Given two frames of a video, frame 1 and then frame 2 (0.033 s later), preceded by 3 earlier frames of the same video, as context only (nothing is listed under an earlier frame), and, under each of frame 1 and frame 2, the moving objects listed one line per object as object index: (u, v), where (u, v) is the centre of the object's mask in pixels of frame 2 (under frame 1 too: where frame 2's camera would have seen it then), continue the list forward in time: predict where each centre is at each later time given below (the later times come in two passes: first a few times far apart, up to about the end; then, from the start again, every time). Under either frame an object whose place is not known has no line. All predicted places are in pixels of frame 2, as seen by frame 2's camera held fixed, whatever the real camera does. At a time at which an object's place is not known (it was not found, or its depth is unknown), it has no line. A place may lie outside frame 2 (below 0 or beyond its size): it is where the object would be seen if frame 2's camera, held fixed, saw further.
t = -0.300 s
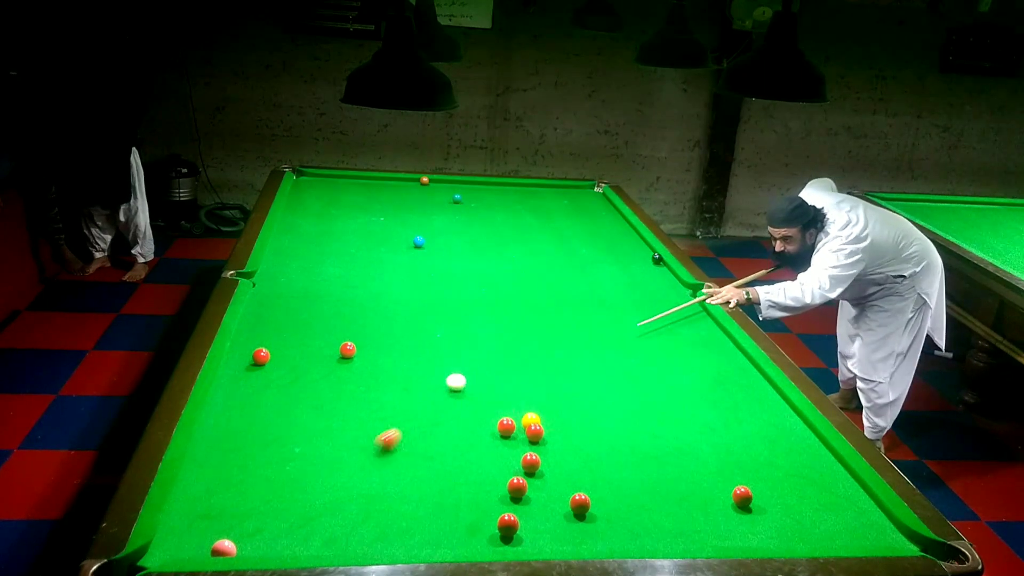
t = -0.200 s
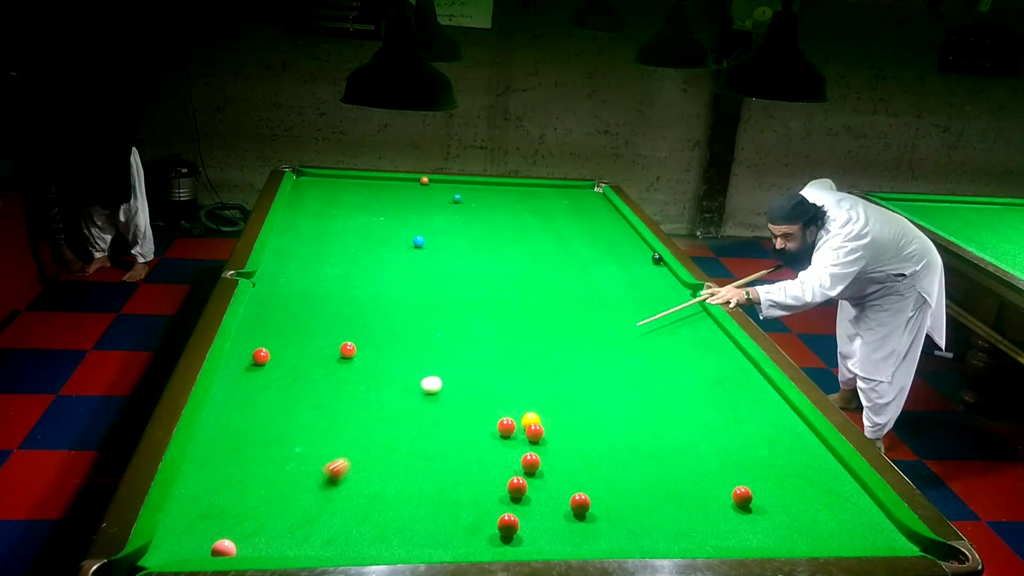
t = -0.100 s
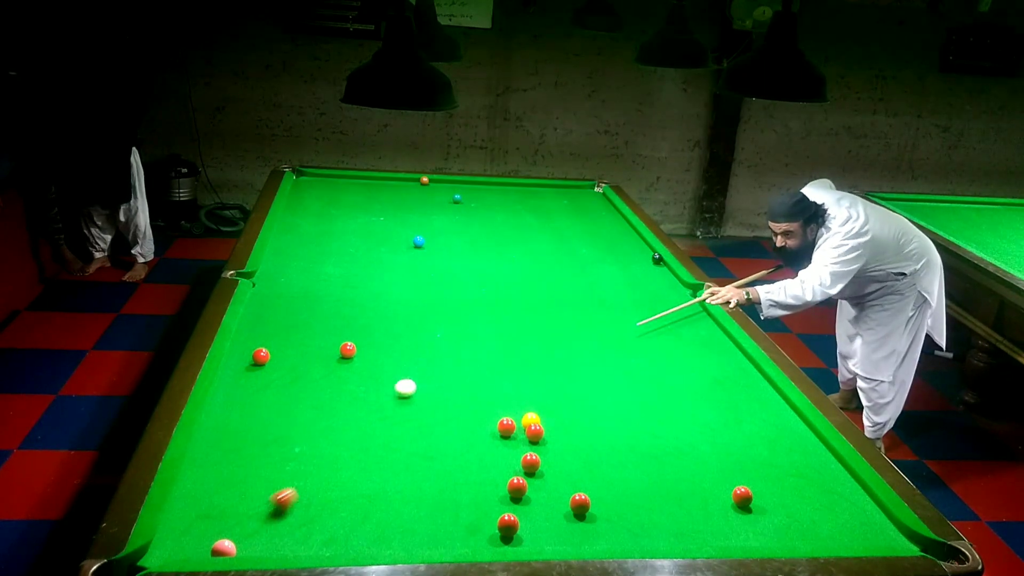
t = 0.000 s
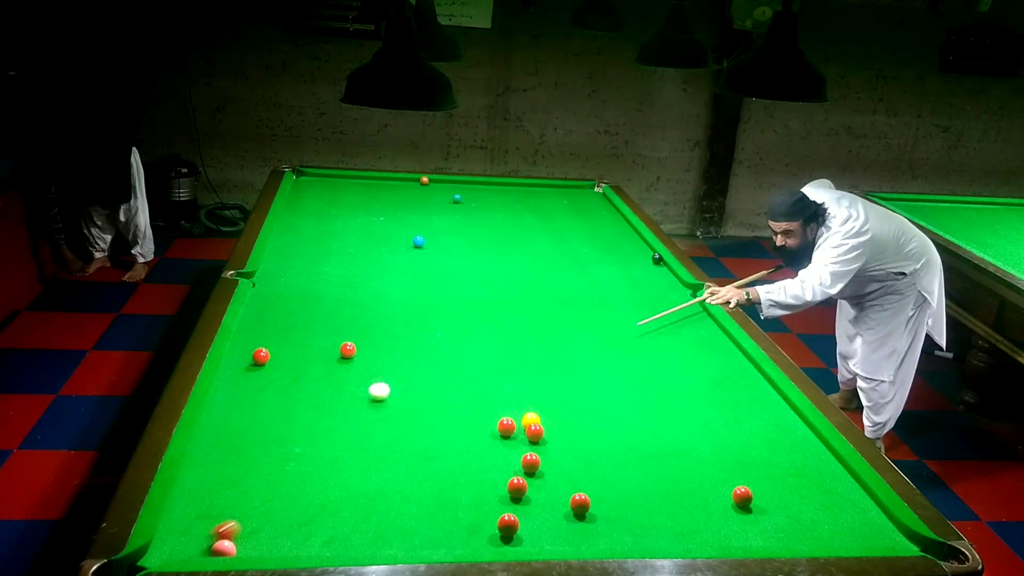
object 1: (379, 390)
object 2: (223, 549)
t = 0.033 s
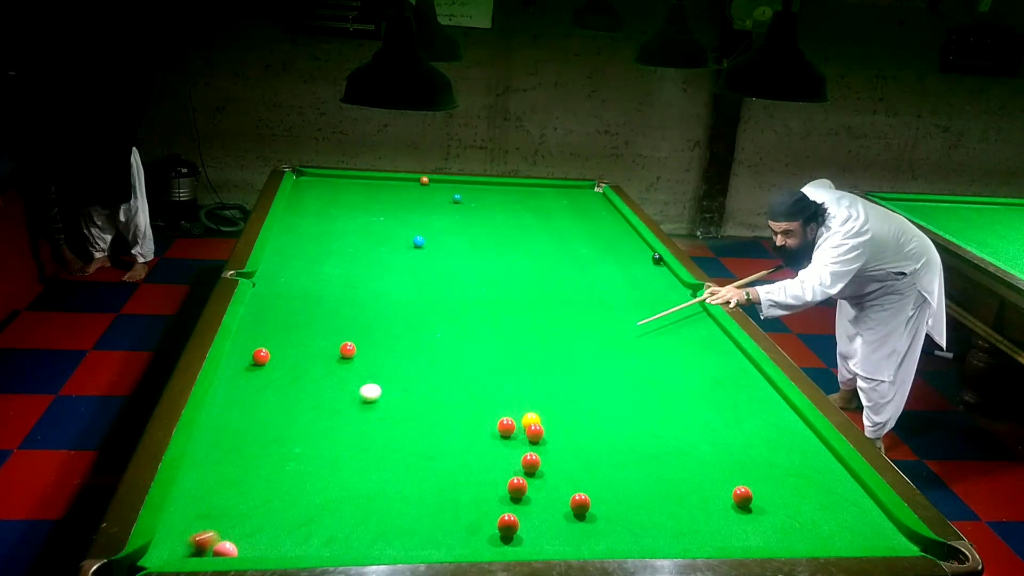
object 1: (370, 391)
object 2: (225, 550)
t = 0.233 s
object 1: (316, 398)
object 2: (235, 540)
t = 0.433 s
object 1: (260, 406)
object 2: (244, 527)
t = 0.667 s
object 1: (227, 413)
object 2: (254, 514)
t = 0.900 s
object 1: (269, 417)
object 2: (262, 502)
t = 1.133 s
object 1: (309, 420)
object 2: (270, 492)
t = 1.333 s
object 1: (342, 423)
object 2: (275, 485)
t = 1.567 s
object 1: (378, 427)
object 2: (281, 478)
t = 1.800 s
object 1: (412, 430)
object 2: (287, 472)
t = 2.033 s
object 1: (443, 433)
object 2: (291, 468)
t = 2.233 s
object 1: (469, 436)
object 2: (294, 464)
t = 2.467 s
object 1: (498, 439)
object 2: (296, 462)
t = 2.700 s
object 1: (525, 442)
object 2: (296, 461)
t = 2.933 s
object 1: (549, 445)
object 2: (297, 460)
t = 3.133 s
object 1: (570, 447)
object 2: (297, 460)
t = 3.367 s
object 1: (592, 450)
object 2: (297, 460)
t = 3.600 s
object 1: (612, 452)
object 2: (297, 460)
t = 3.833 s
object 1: (630, 453)
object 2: (297, 460)
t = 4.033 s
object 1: (644, 455)
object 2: (297, 460)
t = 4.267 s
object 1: (659, 457)
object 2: (297, 460)
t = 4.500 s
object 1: (672, 459)
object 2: (297, 460)
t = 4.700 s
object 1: (682, 460)
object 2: (297, 460)
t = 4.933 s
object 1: (692, 461)
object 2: (297, 460)
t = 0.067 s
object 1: (362, 392)
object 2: (227, 549)
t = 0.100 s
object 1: (353, 394)
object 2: (228, 548)
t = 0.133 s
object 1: (344, 395)
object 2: (230, 546)
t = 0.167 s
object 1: (335, 396)
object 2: (231, 545)
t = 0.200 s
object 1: (325, 397)
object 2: (233, 543)
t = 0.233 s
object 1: (316, 398)
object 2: (235, 540)
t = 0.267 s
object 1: (307, 400)
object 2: (236, 538)
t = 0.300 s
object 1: (298, 401)
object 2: (238, 536)
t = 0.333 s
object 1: (289, 402)
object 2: (240, 533)
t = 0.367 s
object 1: (279, 403)
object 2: (241, 531)
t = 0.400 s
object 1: (270, 404)
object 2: (243, 529)
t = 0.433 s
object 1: (260, 406)
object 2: (244, 527)
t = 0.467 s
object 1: (251, 407)
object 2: (246, 525)
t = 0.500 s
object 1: (241, 408)
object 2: (247, 523)
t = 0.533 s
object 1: (232, 410)
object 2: (249, 521)
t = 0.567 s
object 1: (222, 411)
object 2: (250, 519)
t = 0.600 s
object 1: (215, 412)
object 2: (251, 517)
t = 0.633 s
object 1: (220, 413)
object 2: (252, 516)
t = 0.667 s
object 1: (227, 413)
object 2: (254, 514)
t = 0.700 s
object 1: (233, 414)
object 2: (255, 512)
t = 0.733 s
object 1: (239, 414)
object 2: (256, 510)
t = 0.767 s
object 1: (245, 415)
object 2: (257, 508)
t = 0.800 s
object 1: (251, 415)
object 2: (259, 507)
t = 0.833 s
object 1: (257, 416)
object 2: (260, 505)
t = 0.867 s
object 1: (263, 416)
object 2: (261, 503)
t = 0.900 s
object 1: (269, 417)
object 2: (262, 502)
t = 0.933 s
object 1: (275, 417)
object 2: (263, 500)
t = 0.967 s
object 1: (281, 418)
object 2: (264, 499)
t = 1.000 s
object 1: (286, 418)
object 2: (265, 497)
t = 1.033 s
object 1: (292, 419)
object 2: (267, 496)
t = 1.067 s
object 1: (298, 419)
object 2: (267, 495)
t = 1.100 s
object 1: (303, 420)
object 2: (269, 493)
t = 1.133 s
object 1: (309, 420)
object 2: (270, 492)
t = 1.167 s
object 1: (315, 421)
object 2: (271, 491)
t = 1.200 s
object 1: (320, 421)
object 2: (271, 490)
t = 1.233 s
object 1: (326, 422)
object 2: (273, 488)
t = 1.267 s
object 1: (331, 422)
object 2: (273, 487)
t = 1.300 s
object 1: (336, 423)
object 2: (274, 486)
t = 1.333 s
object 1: (342, 423)
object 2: (275, 485)
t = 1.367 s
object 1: (347, 423)
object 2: (276, 484)
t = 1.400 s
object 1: (352, 424)
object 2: (277, 483)
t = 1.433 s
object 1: (358, 424)
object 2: (278, 482)
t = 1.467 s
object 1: (363, 425)
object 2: (279, 481)
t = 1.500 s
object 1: (368, 426)
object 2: (280, 480)
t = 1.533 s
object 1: (373, 426)
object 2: (281, 479)
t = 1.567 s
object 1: (378, 427)
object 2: (281, 478)
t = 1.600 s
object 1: (383, 427)
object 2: (282, 477)
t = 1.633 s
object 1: (388, 428)
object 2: (283, 476)
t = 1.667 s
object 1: (393, 428)
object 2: (284, 475)
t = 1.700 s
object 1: (397, 429)
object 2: (285, 474)
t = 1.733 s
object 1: (402, 429)
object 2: (285, 474)
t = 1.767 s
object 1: (407, 429)
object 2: (286, 473)
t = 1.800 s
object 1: (412, 430)
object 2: (287, 472)
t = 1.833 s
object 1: (416, 430)
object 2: (287, 471)
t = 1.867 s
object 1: (421, 431)
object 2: (288, 471)
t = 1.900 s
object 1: (426, 431)
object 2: (289, 470)
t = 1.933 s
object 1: (430, 431)
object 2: (289, 469)
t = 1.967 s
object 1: (435, 432)
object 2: (290, 469)
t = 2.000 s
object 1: (439, 433)
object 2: (290, 468)
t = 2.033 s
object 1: (443, 433)
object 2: (291, 468)
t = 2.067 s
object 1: (448, 434)
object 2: (291, 467)
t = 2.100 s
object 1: (452, 434)
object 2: (292, 466)
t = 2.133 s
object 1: (457, 434)
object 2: (292, 466)
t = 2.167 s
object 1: (461, 435)
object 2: (293, 465)
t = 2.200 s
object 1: (465, 435)
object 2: (293, 465)
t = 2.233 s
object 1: (469, 436)
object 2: (294, 464)
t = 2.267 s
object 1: (474, 436)
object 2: (294, 464)
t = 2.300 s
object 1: (478, 437)
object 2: (294, 464)
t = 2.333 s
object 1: (482, 437)
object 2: (295, 463)
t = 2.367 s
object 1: (486, 437)
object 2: (295, 463)
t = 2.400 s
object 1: (490, 438)
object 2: (295, 463)
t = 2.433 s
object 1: (494, 438)
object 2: (296, 462)
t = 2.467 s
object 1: (498, 439)
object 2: (296, 462)
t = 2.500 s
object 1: (502, 440)
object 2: (296, 462)
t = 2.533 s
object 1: (506, 440)
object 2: (296, 461)
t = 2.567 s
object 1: (510, 440)
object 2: (296, 461)
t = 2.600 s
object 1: (513, 441)
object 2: (296, 461)
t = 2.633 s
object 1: (517, 441)
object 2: (296, 461)
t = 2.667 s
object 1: (521, 442)
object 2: (296, 461)
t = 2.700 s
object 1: (525, 442)
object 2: (296, 461)
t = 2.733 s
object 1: (528, 442)
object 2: (296, 461)
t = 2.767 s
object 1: (532, 443)
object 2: (297, 461)
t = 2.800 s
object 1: (536, 443)
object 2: (297, 461)
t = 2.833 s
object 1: (539, 444)
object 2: (297, 460)
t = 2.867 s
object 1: (543, 444)
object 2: (297, 460)
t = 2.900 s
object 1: (546, 445)
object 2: (297, 460)
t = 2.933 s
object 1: (549, 445)
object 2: (297, 460)
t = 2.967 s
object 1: (553, 445)
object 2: (297, 460)
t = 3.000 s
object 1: (557, 446)
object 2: (297, 460)
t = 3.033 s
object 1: (560, 446)
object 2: (297, 460)
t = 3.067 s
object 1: (563, 447)
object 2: (297, 460)
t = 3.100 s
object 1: (567, 447)
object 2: (297, 460)
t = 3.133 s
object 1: (570, 447)
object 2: (297, 460)
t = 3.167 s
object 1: (573, 448)
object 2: (297, 460)
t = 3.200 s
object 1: (576, 448)
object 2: (297, 460)
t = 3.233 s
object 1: (579, 448)
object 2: (297, 460)
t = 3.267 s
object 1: (583, 449)
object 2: (297, 460)
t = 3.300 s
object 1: (586, 449)
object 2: (297, 460)
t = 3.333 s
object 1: (589, 449)
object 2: (297, 460)
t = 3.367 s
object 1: (592, 450)
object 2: (297, 460)
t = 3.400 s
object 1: (595, 450)
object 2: (297, 460)
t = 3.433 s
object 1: (598, 450)
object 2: (297, 460)
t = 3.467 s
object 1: (601, 451)
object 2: (297, 460)
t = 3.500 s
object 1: (604, 451)
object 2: (297, 460)
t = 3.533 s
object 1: (606, 451)
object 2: (297, 460)
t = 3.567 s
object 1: (609, 452)
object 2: (297, 460)
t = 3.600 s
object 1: (612, 452)
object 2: (297, 460)
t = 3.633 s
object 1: (615, 452)
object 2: (297, 460)
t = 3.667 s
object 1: (617, 452)
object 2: (297, 460)
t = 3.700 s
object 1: (620, 452)
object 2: (297, 460)
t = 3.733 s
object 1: (623, 453)
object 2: (297, 460)
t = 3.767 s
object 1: (625, 453)
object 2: (297, 460)
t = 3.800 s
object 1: (628, 453)
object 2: (297, 460)
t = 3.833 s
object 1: (630, 453)
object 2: (297, 460)
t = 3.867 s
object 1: (633, 453)
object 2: (297, 460)
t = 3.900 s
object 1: (635, 454)
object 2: (297, 460)
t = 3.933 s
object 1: (637, 454)
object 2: (297, 460)
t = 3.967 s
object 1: (640, 454)
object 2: (297, 460)
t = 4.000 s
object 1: (642, 454)
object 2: (297, 460)
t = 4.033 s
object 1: (644, 455)
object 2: (297, 460)
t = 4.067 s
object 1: (646, 455)
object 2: (297, 460)
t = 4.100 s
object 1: (649, 456)
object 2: (297, 460)
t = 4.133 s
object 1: (651, 455)
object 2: (297, 460)
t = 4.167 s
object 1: (653, 456)
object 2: (297, 460)
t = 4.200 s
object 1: (655, 456)
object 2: (297, 460)
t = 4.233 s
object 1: (657, 457)
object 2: (297, 460)
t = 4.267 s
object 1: (659, 457)
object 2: (297, 460)
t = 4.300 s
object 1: (661, 457)
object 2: (297, 460)
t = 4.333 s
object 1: (663, 457)
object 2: (297, 460)
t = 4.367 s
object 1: (665, 458)
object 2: (297, 460)
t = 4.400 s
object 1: (667, 458)
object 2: (297, 460)
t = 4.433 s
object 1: (669, 458)
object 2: (297, 460)
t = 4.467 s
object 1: (671, 458)
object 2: (297, 460)
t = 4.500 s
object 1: (672, 459)
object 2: (297, 460)
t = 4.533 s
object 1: (674, 459)
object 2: (297, 460)
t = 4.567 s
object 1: (676, 459)
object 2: (297, 460)
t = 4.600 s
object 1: (677, 459)
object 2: (297, 460)
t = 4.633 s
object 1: (679, 459)
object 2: (297, 460)
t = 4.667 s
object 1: (680, 460)
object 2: (297, 460)
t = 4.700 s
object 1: (682, 460)
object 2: (297, 460)
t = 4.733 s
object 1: (684, 460)
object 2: (297, 460)
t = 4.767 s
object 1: (685, 460)
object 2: (297, 460)
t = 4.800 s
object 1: (686, 460)
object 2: (297, 460)
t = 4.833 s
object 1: (688, 461)
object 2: (297, 460)
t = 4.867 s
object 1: (689, 461)
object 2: (297, 460)
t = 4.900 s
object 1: (690, 461)
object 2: (297, 460)
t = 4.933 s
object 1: (692, 461)
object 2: (297, 460)
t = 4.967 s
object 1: (693, 461)
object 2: (297, 460)
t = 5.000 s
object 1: (694, 461)
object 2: (297, 460)
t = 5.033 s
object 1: (695, 462)
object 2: (297, 460)
